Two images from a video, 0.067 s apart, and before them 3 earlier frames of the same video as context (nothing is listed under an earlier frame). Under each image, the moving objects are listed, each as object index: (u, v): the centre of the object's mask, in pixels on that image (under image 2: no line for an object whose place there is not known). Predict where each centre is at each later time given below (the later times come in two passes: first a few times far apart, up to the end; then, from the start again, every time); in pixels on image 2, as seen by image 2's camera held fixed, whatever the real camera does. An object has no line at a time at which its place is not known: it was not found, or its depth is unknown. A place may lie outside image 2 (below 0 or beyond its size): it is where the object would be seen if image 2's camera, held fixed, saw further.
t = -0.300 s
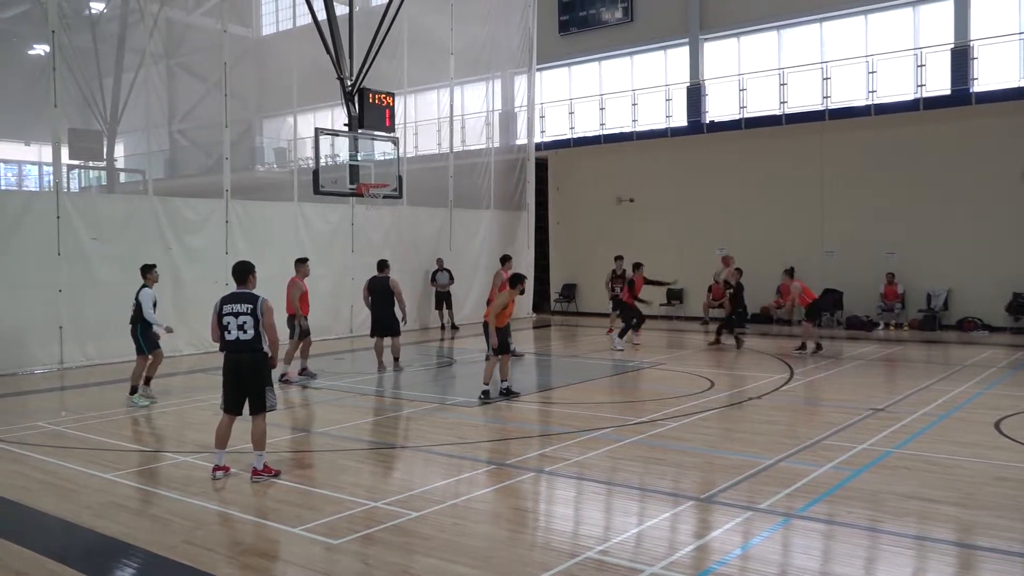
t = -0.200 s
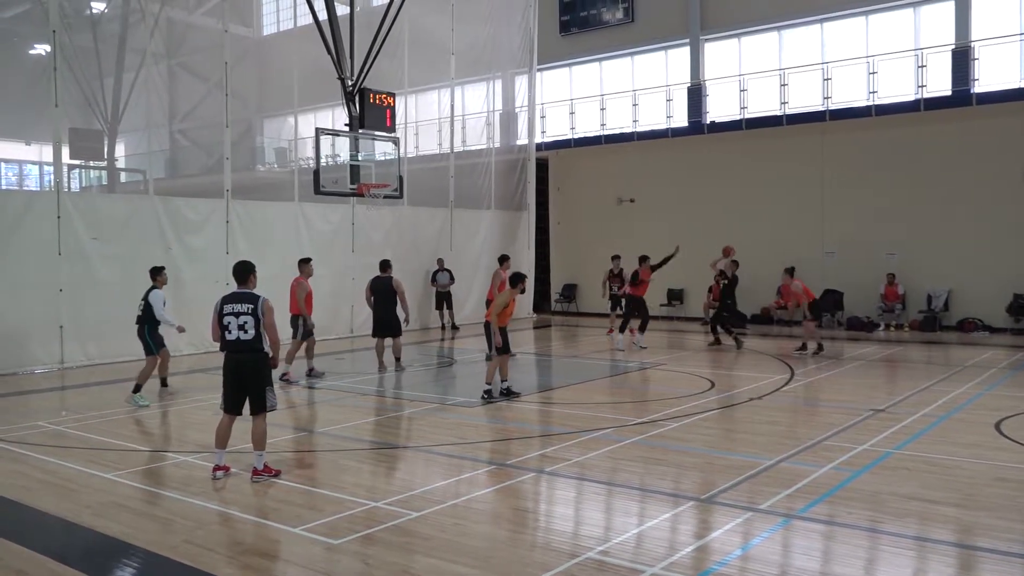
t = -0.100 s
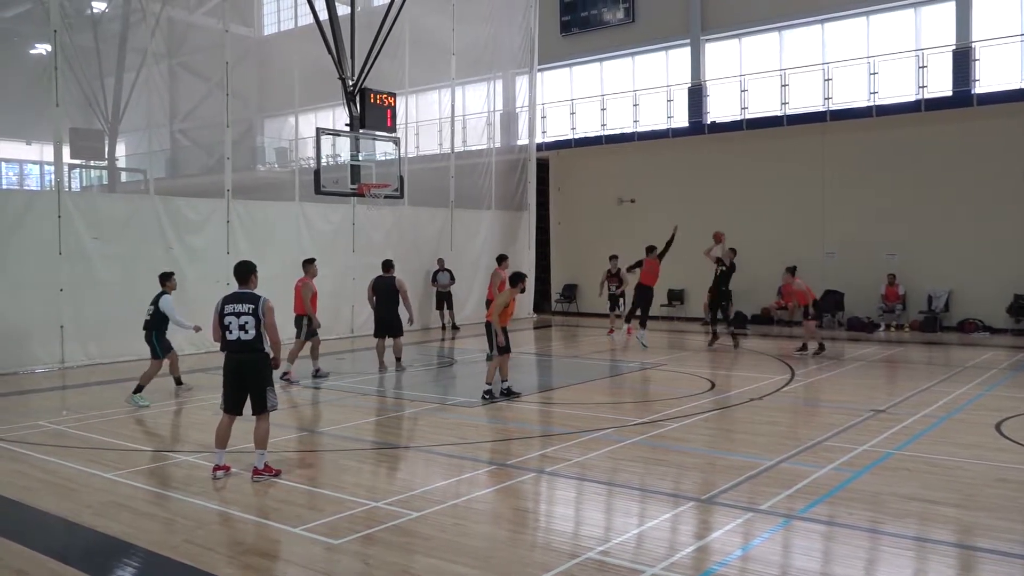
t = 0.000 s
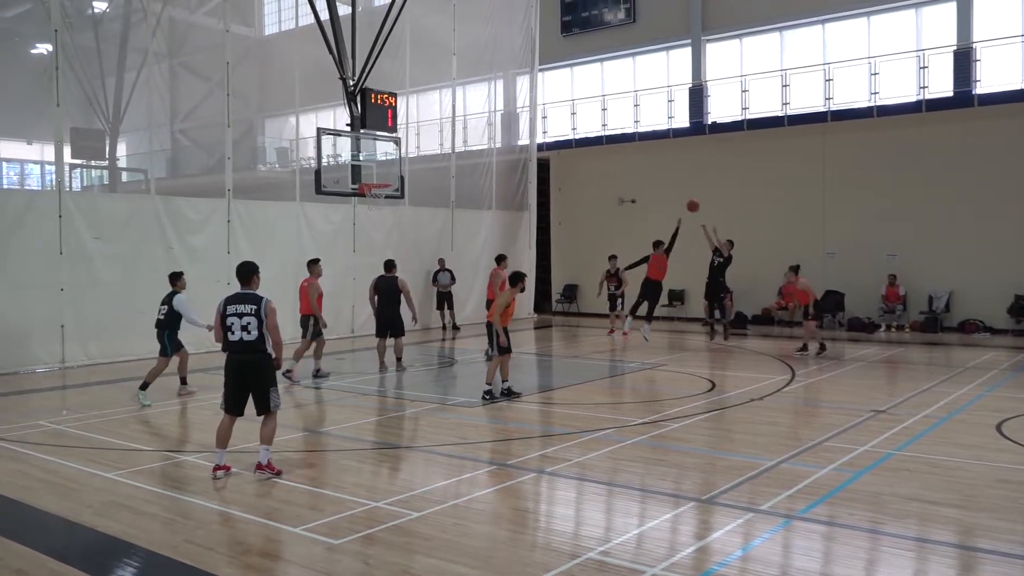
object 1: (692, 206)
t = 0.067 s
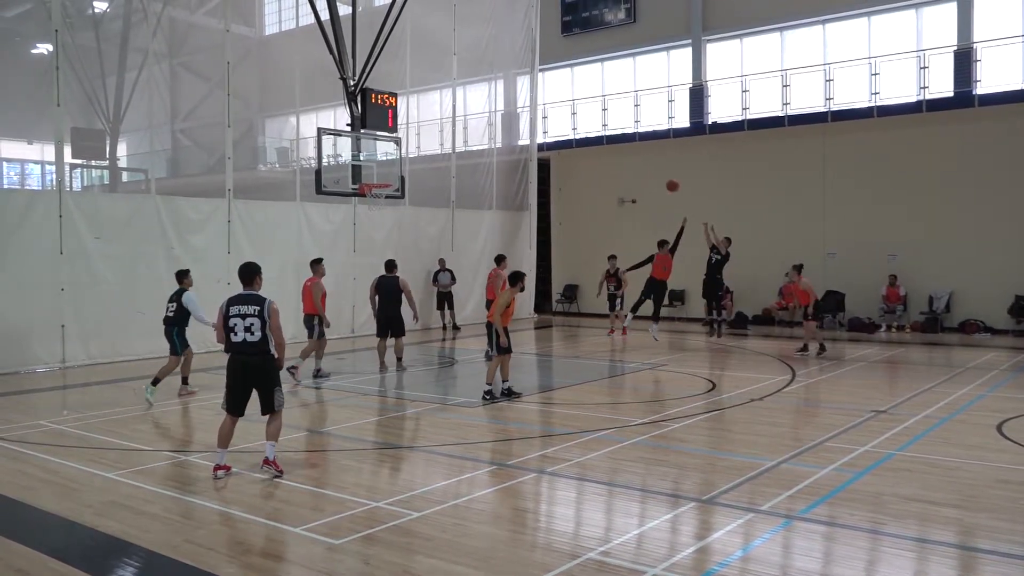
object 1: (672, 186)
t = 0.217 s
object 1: (624, 147)
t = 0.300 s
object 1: (600, 125)
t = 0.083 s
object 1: (667, 181)
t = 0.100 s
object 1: (661, 177)
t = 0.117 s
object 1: (656, 172)
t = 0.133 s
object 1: (651, 168)
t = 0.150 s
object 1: (645, 164)
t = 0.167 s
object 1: (640, 160)
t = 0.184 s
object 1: (635, 155)
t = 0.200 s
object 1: (629, 151)
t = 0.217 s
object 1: (624, 147)
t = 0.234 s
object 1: (620, 143)
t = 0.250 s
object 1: (615, 139)
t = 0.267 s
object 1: (610, 134)
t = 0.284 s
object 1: (605, 130)
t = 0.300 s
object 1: (600, 125)
